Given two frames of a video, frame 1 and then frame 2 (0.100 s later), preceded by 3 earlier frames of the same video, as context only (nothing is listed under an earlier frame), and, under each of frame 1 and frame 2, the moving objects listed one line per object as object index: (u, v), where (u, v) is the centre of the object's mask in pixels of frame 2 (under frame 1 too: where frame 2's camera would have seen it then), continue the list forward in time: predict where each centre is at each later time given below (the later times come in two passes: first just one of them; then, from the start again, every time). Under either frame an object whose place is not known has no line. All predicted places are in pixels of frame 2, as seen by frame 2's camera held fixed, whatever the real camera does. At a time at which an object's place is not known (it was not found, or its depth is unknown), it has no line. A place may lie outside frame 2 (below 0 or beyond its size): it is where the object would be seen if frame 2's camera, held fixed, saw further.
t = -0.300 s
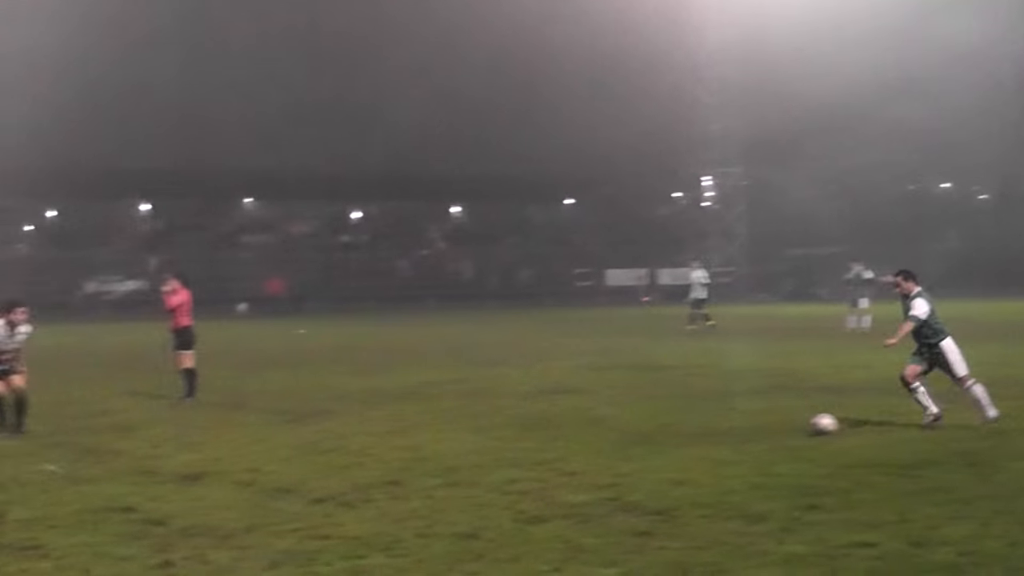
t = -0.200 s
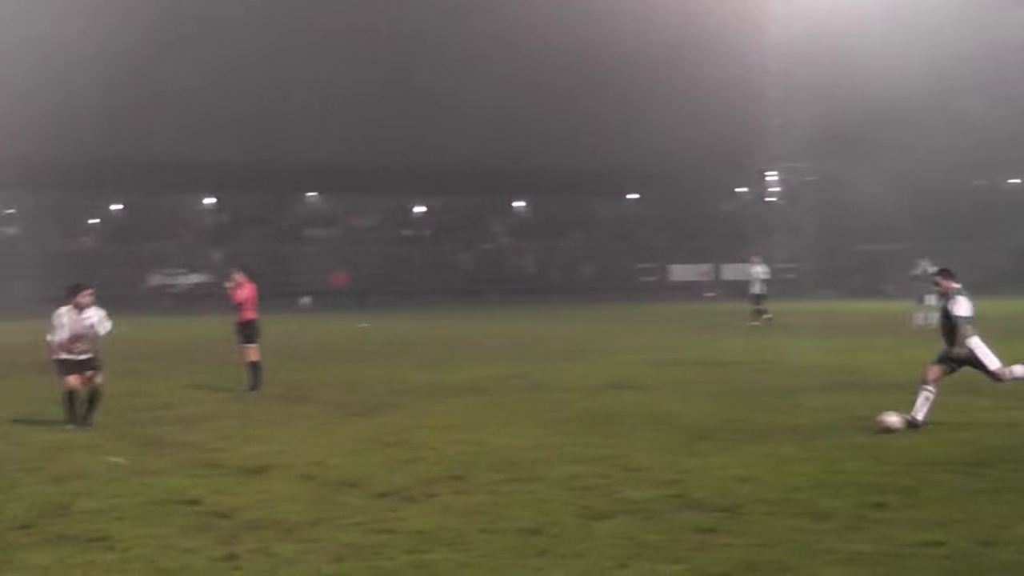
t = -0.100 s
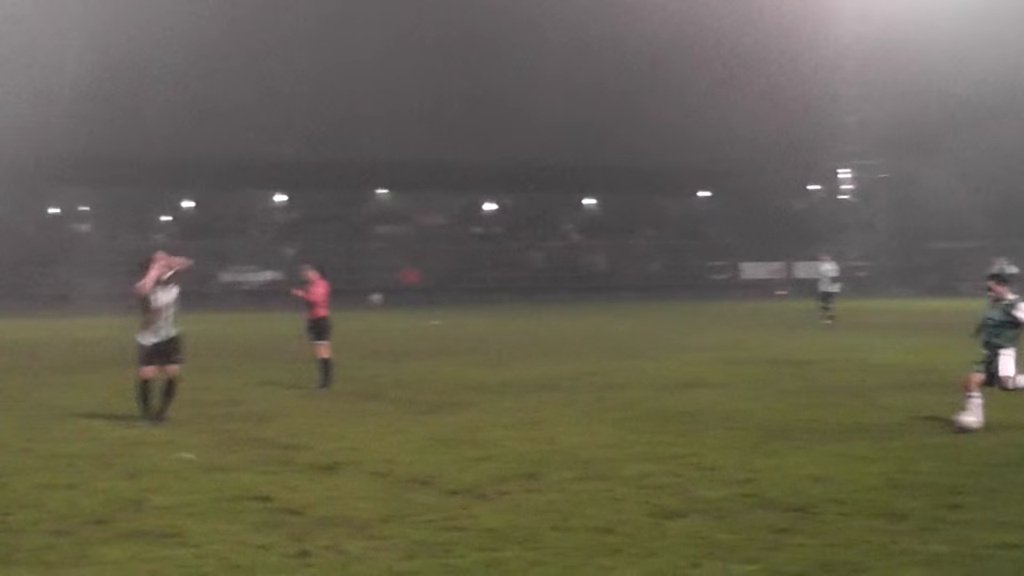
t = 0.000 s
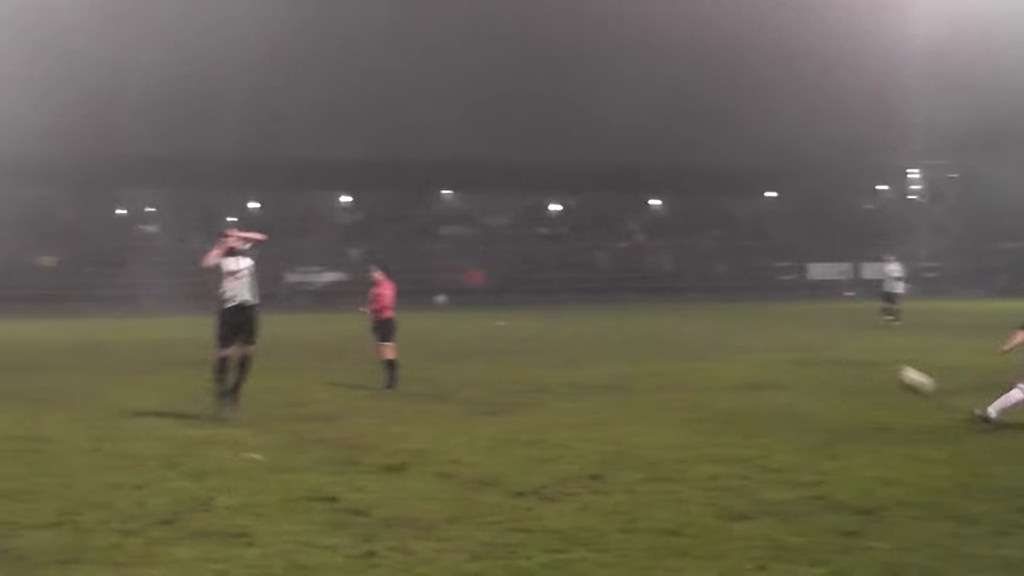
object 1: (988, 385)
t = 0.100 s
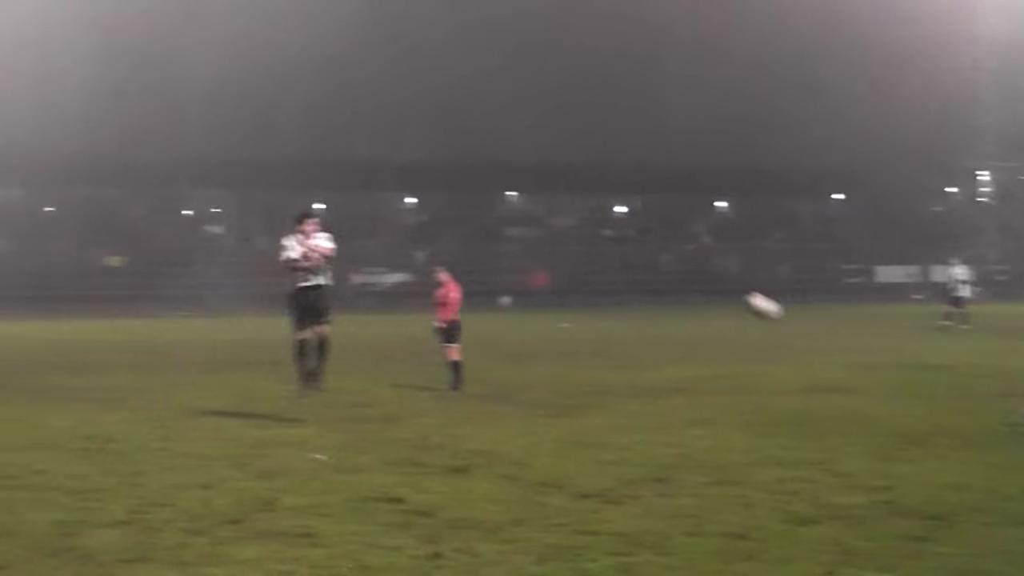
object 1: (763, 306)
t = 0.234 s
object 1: (512, 220)
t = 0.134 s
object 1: (696, 281)
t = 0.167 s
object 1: (631, 259)
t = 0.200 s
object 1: (572, 240)
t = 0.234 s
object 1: (512, 220)
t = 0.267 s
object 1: (450, 200)
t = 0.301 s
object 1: (399, 182)
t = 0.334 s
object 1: (339, 164)
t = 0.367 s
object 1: (284, 147)
